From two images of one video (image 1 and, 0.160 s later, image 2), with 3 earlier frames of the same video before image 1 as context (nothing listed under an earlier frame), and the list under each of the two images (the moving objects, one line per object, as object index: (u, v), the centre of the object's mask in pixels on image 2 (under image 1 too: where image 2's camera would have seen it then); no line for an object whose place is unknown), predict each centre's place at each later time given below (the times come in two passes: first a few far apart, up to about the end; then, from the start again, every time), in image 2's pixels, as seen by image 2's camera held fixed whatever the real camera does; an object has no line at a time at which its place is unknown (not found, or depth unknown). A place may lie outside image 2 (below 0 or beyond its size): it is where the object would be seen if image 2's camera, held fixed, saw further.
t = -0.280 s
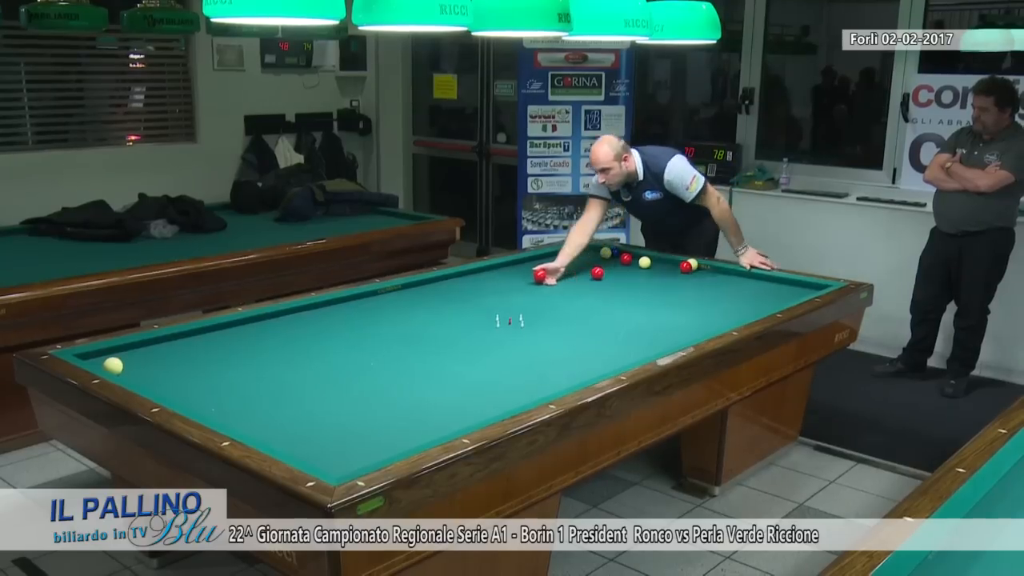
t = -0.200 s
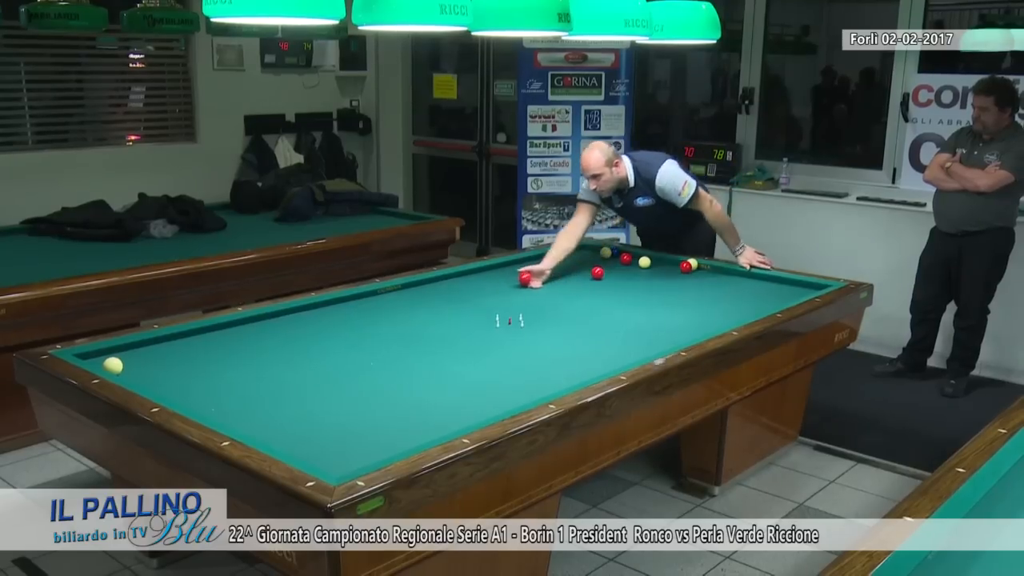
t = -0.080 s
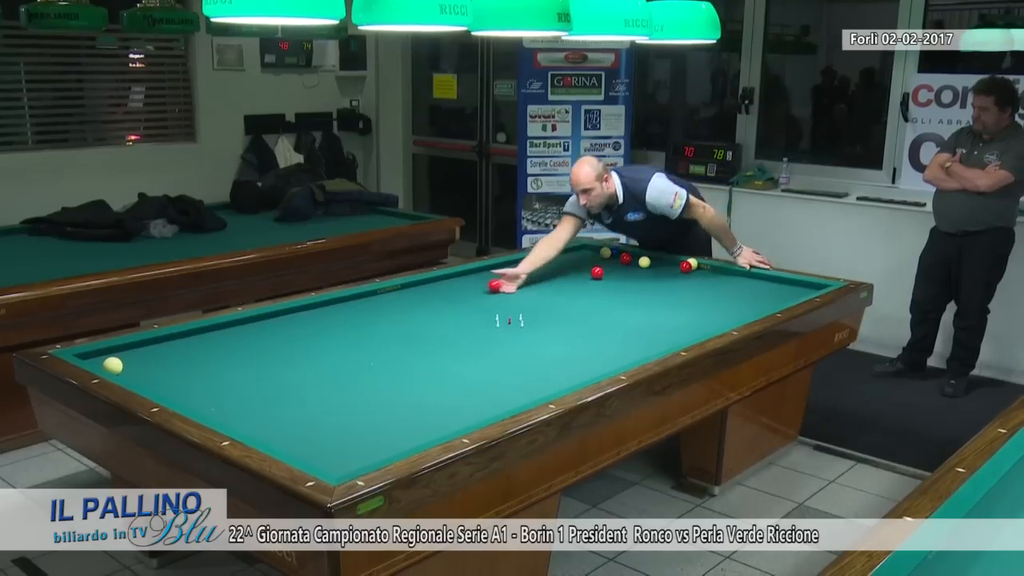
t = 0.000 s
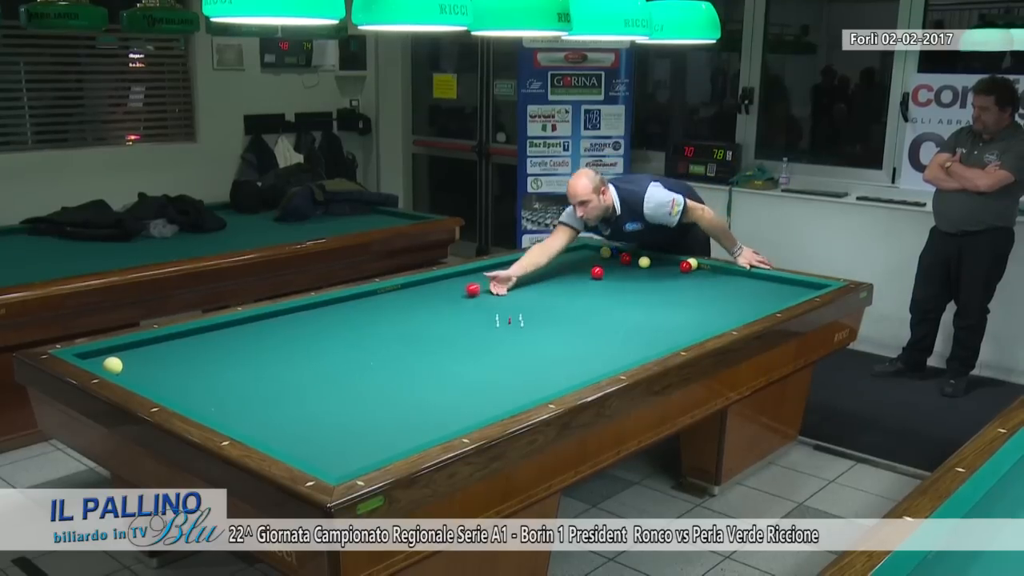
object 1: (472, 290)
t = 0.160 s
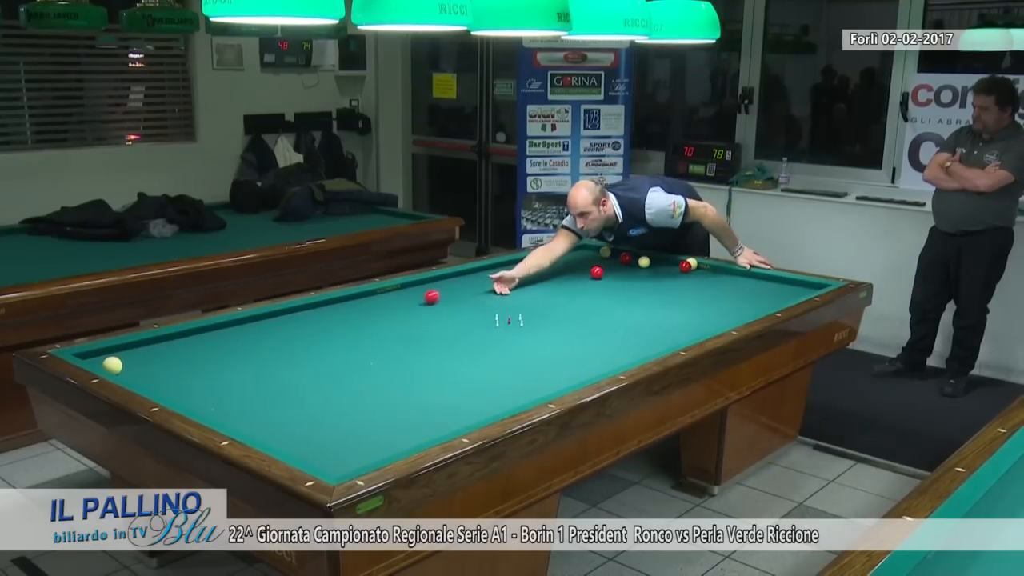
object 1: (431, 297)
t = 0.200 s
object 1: (422, 299)
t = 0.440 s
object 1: (361, 310)
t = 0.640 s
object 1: (306, 319)
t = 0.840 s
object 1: (247, 330)
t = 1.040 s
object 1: (183, 341)
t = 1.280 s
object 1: (99, 356)
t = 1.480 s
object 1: (128, 348)
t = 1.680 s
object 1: (164, 338)
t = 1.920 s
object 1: (202, 331)
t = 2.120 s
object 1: (232, 325)
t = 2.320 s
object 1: (261, 320)
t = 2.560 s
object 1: (292, 314)
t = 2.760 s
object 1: (318, 309)
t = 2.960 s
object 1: (341, 304)
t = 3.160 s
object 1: (363, 300)
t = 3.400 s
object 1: (388, 295)
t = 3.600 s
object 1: (408, 291)
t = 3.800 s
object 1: (426, 288)
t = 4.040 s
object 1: (447, 284)
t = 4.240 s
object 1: (464, 281)
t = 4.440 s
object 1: (480, 277)
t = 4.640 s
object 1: (495, 274)
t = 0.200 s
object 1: (422, 299)
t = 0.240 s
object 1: (412, 301)
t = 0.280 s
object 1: (402, 302)
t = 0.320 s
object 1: (392, 304)
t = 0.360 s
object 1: (382, 306)
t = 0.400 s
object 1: (371, 308)
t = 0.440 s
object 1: (361, 310)
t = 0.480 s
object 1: (350, 311)
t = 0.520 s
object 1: (339, 314)
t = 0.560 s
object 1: (328, 316)
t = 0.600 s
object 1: (317, 317)
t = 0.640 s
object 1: (306, 319)
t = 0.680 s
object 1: (294, 322)
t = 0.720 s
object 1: (283, 324)
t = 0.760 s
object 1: (271, 326)
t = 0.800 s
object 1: (259, 328)
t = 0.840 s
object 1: (247, 330)
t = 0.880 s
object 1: (235, 332)
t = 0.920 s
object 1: (222, 334)
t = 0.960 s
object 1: (209, 337)
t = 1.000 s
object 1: (196, 339)
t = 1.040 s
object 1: (183, 341)
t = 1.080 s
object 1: (170, 344)
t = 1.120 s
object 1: (156, 346)
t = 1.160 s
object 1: (142, 349)
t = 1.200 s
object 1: (129, 351)
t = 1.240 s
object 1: (115, 351)
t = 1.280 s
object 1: (99, 356)
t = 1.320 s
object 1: (90, 356)
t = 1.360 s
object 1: (99, 355)
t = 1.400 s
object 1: (109, 352)
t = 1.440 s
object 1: (120, 350)
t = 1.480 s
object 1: (128, 348)
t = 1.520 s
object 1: (136, 346)
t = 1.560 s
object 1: (144, 344)
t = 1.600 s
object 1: (151, 342)
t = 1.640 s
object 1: (158, 340)
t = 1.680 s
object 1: (164, 338)
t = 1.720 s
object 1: (170, 337)
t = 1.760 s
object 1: (177, 336)
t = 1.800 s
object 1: (183, 335)
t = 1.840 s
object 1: (190, 333)
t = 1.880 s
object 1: (196, 332)
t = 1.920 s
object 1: (202, 331)
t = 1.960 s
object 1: (208, 330)
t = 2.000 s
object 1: (214, 329)
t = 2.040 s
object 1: (221, 327)
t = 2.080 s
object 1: (226, 326)
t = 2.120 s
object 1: (232, 325)
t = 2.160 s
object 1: (238, 324)
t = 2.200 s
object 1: (244, 323)
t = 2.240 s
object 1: (249, 322)
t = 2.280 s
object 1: (255, 320)
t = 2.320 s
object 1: (261, 320)
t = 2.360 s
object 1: (266, 319)
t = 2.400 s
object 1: (272, 318)
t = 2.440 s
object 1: (277, 317)
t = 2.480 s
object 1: (282, 316)
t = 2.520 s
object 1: (288, 315)
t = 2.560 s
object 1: (292, 314)
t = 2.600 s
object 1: (297, 313)
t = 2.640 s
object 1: (303, 312)
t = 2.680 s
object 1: (308, 311)
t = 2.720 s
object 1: (313, 310)
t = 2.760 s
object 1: (318, 309)
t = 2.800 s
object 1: (322, 308)
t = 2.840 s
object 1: (327, 307)
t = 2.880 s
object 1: (332, 306)
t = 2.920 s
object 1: (336, 305)
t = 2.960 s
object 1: (341, 304)
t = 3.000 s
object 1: (346, 303)
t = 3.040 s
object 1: (350, 303)
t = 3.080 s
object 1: (354, 302)
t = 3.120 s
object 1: (359, 301)
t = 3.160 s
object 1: (363, 300)
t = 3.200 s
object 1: (367, 299)
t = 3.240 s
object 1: (372, 299)
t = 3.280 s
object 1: (376, 298)
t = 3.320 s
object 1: (380, 297)
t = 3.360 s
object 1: (384, 296)
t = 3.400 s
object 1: (388, 295)
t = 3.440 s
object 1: (392, 294)
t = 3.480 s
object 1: (396, 294)
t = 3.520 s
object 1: (400, 293)
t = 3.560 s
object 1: (404, 292)
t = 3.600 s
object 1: (408, 291)
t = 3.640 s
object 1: (412, 291)
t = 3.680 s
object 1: (415, 290)
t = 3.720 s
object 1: (419, 289)
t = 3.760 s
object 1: (423, 289)
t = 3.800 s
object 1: (426, 288)
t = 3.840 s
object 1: (430, 287)
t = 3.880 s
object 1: (434, 287)
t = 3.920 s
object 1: (437, 286)
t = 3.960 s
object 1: (441, 285)
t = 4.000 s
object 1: (444, 284)
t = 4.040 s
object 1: (447, 284)
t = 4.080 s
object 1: (451, 283)
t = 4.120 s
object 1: (454, 283)
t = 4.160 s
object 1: (457, 282)
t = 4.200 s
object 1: (461, 281)
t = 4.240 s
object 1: (464, 281)
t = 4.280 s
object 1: (467, 280)
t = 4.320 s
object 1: (470, 279)
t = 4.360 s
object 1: (474, 279)
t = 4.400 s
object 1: (477, 278)
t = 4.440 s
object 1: (480, 277)
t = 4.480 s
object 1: (483, 277)
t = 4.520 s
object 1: (486, 276)
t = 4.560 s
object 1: (489, 276)
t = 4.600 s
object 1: (492, 275)
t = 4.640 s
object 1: (495, 274)
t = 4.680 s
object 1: (497, 274)
